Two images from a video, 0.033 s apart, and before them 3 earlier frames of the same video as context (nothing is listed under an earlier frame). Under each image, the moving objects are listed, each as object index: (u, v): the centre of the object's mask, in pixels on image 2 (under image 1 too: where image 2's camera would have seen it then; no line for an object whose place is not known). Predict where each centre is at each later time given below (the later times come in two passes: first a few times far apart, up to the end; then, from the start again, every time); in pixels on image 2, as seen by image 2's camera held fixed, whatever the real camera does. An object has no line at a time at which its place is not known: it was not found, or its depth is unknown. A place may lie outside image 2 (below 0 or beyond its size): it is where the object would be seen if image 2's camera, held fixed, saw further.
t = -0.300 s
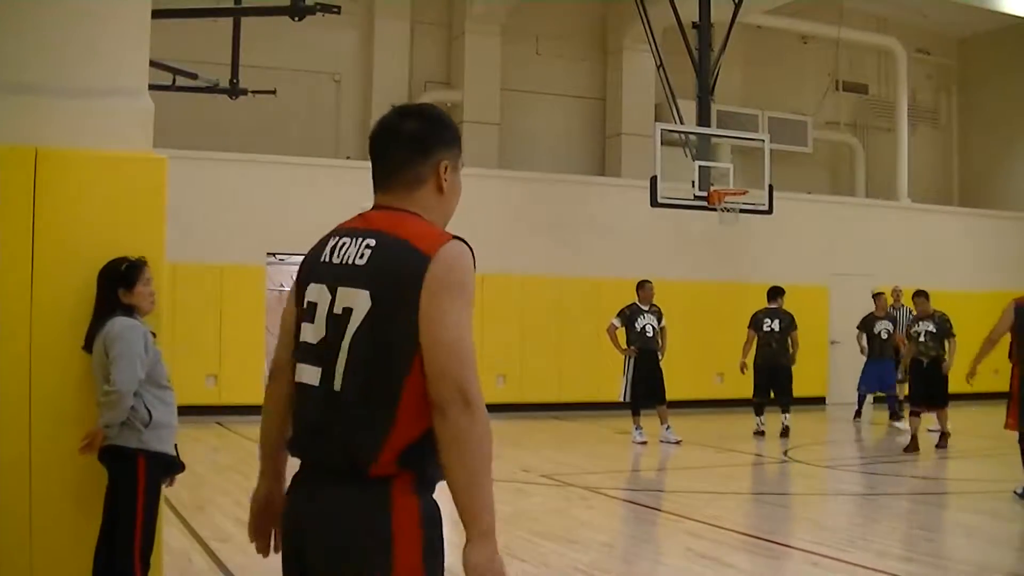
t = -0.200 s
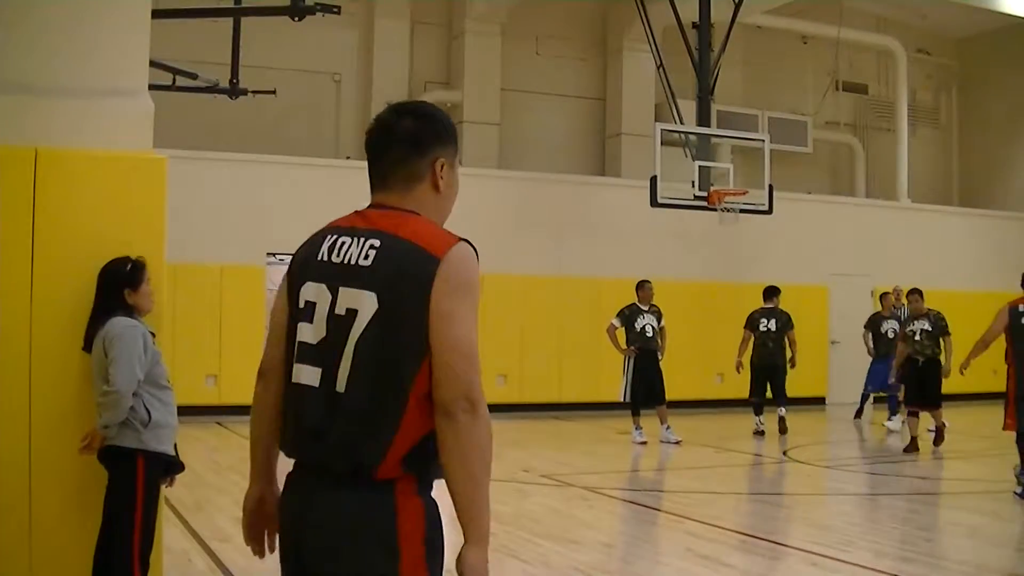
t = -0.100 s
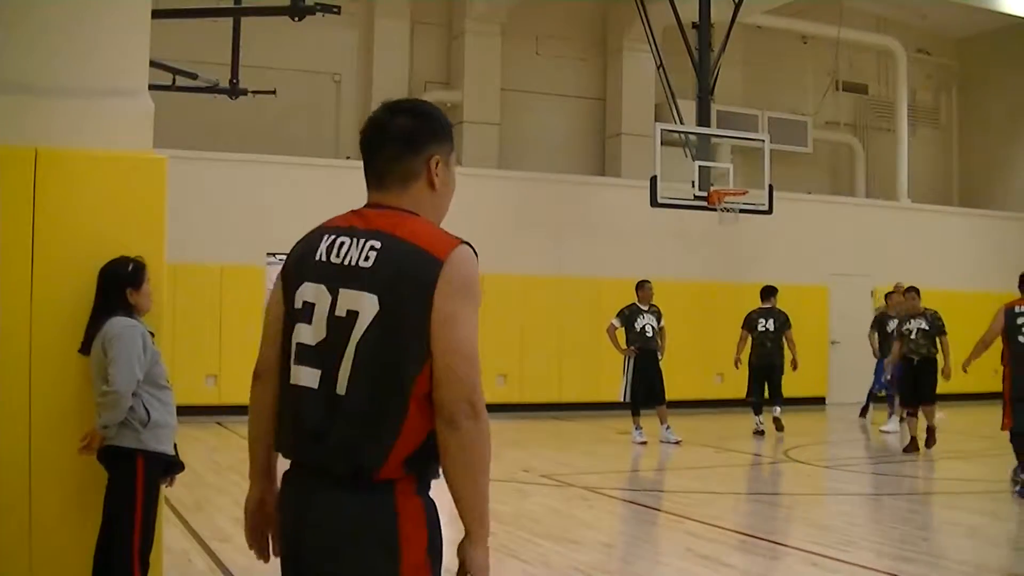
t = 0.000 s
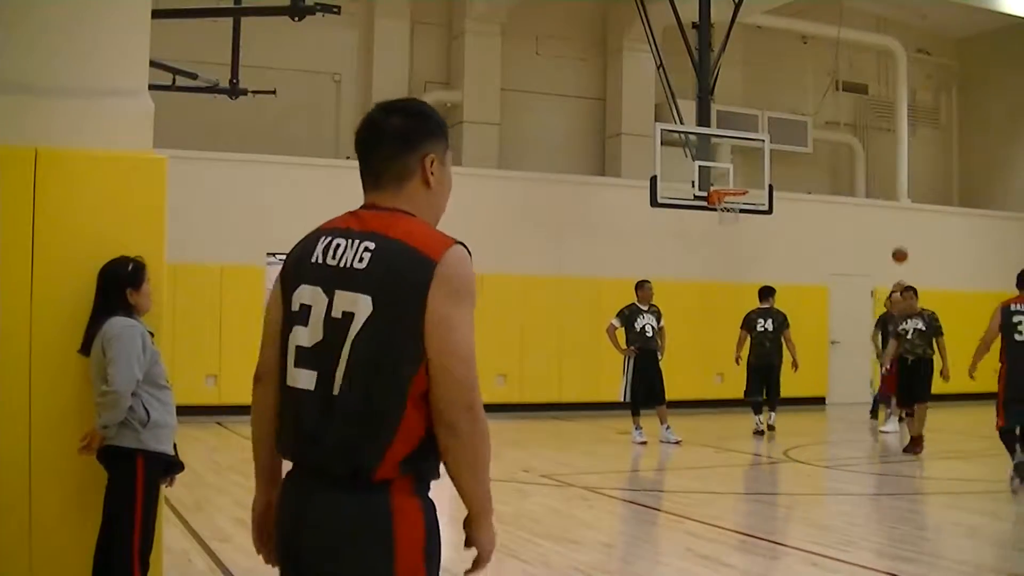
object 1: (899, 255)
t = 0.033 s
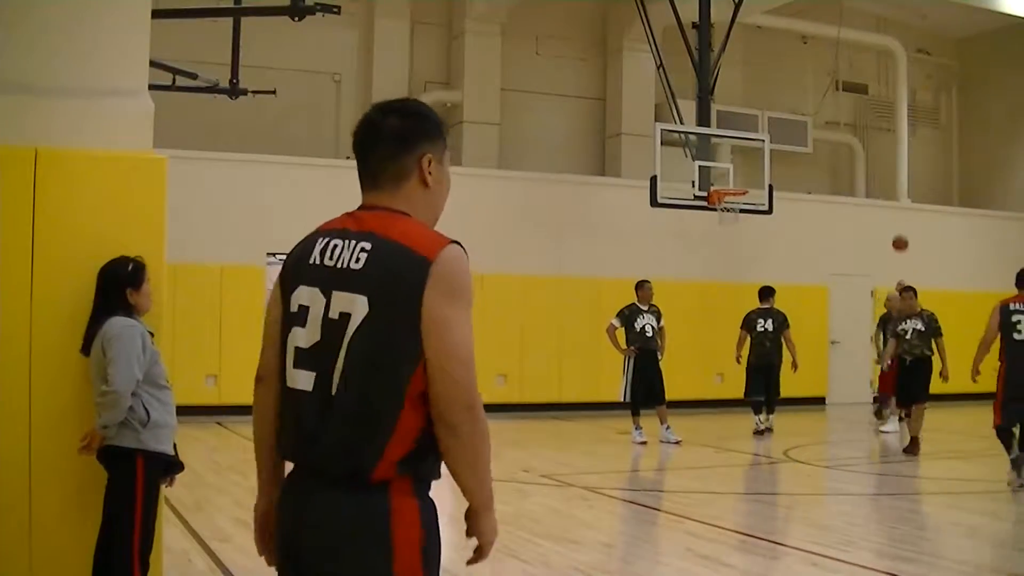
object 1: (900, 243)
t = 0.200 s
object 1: (900, 191)
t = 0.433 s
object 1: (902, 137)
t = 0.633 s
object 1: (902, 117)
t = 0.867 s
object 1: (902, 139)
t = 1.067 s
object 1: (903, 222)
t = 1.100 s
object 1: (904, 243)
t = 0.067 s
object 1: (900, 232)
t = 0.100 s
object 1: (900, 221)
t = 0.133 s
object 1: (900, 210)
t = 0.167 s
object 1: (900, 200)
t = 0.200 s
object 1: (900, 191)
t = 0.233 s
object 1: (901, 181)
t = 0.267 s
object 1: (901, 172)
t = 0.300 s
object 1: (901, 164)
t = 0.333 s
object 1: (901, 157)
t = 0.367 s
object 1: (901, 150)
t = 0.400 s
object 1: (901, 143)
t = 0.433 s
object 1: (902, 137)
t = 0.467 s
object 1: (901, 132)
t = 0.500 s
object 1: (902, 128)
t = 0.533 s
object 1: (902, 124)
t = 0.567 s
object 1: (902, 121)
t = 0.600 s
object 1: (902, 118)
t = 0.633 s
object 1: (902, 117)
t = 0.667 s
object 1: (902, 116)
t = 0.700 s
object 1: (902, 117)
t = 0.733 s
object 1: (902, 119)
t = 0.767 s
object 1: (902, 122)
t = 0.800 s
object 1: (902, 126)
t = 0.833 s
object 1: (902, 132)
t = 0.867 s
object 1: (902, 139)
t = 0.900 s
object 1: (902, 148)
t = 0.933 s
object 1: (903, 159)
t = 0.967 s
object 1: (903, 171)
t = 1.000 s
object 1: (903, 186)
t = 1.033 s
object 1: (903, 203)
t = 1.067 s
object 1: (903, 222)
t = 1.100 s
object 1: (904, 243)
